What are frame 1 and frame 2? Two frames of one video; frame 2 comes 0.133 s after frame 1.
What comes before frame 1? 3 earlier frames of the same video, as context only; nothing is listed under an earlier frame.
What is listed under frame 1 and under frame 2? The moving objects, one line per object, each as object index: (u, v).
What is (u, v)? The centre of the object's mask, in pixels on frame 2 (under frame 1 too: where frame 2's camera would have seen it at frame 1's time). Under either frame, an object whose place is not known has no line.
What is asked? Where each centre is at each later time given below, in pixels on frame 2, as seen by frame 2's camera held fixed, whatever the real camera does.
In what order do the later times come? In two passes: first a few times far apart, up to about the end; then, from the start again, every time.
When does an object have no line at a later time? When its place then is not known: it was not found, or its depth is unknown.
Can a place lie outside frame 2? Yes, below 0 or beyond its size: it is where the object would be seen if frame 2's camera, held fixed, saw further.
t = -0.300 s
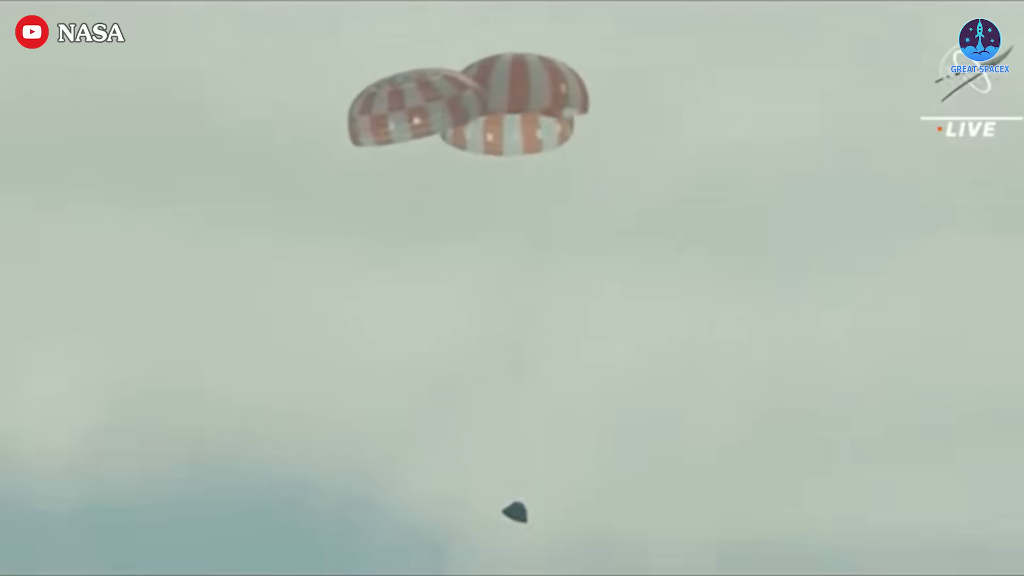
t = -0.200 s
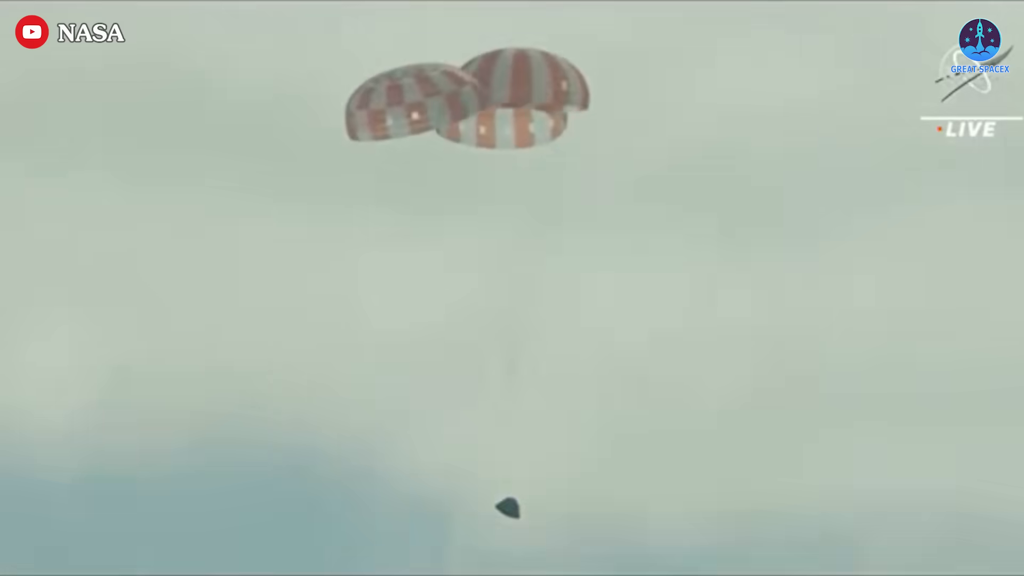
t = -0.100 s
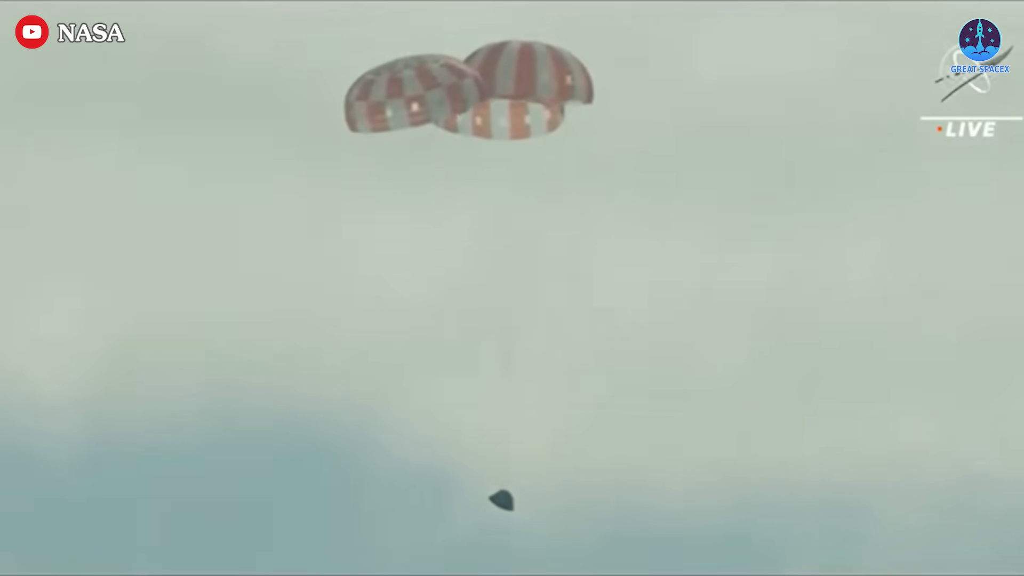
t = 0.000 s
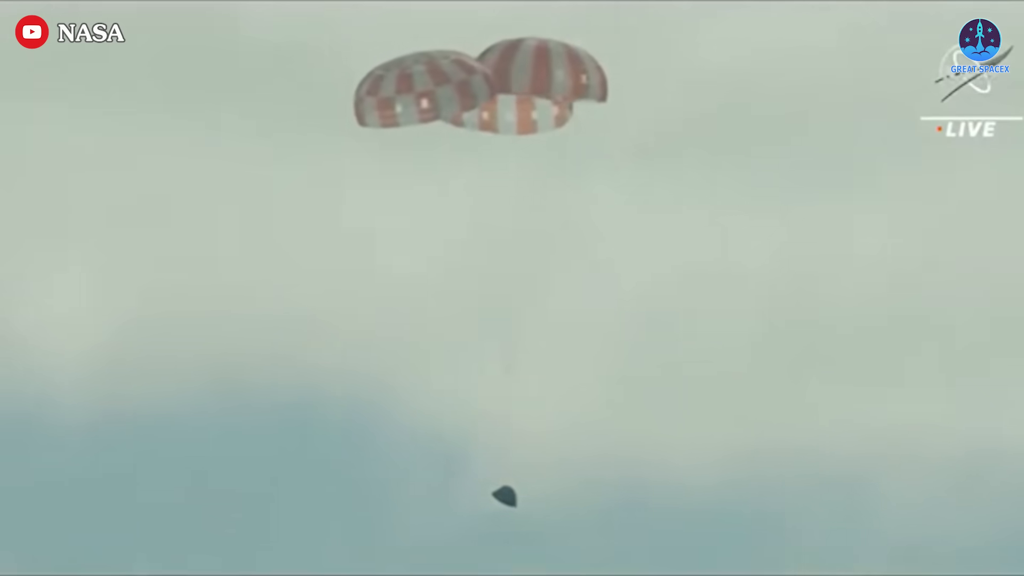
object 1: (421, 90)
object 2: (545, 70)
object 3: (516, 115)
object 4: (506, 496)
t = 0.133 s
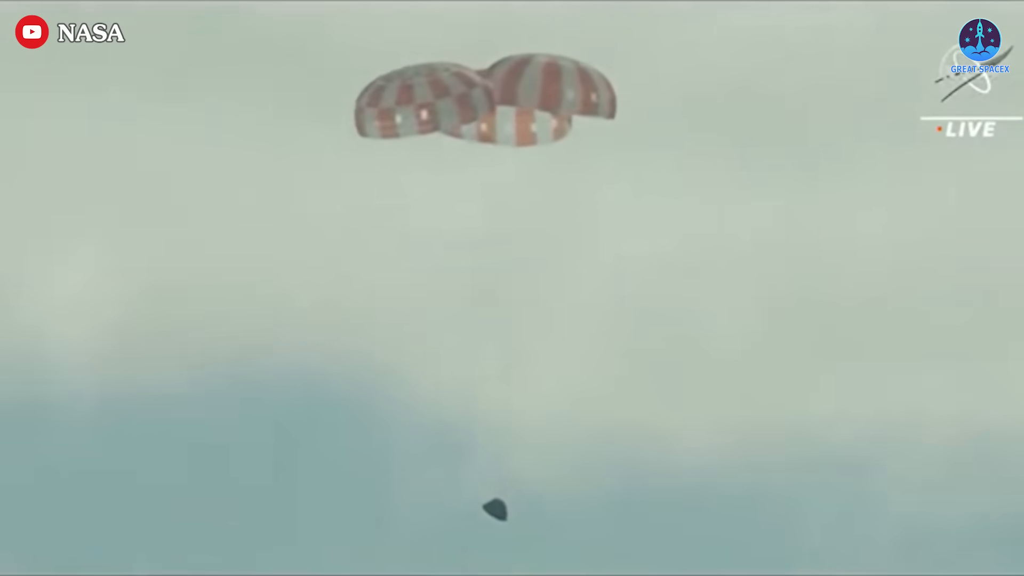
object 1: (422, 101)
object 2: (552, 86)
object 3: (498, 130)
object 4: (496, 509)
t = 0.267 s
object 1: (419, 107)
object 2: (556, 95)
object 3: (512, 134)
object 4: (484, 514)
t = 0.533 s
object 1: (442, 95)
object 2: (600, 92)
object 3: (533, 113)
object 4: (493, 501)
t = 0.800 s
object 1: (446, 96)
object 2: (628, 101)
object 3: (544, 111)
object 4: (495, 501)
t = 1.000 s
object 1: (447, 98)
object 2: (649, 108)
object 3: (555, 114)
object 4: (503, 503)
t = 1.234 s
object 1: (432, 119)
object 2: (655, 129)
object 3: (550, 133)
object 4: (507, 522)
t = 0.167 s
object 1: (420, 105)
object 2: (552, 91)
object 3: (512, 133)
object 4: (493, 513)
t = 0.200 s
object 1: (419, 107)
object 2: (553, 94)
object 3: (509, 135)
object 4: (489, 514)
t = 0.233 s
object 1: (419, 108)
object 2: (554, 95)
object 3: (512, 135)
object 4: (487, 515)
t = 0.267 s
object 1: (419, 107)
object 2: (556, 95)
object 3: (512, 134)
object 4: (484, 514)
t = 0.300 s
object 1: (420, 106)
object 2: (560, 96)
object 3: (513, 134)
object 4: (483, 514)
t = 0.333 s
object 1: (425, 103)
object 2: (566, 94)
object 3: (517, 131)
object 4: (485, 510)
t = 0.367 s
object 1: (434, 96)
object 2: (578, 87)
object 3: (528, 124)
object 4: (494, 502)
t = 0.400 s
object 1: (446, 87)
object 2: (593, 80)
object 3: (539, 116)
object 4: (503, 494)
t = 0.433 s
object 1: (449, 84)
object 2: (598, 78)
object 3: (542, 113)
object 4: (504, 491)
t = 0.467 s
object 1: (448, 85)
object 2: (600, 81)
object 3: (538, 106)
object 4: (501, 492)
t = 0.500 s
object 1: (445, 90)
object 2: (600, 87)
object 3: (536, 110)
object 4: (498, 496)
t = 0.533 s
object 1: (442, 95)
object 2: (600, 92)
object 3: (533, 113)
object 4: (493, 501)
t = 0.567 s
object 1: (441, 95)
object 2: (601, 93)
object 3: (533, 113)
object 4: (491, 501)
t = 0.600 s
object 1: (441, 92)
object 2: (605, 92)
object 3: (534, 109)
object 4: (491, 498)
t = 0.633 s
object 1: (443, 90)
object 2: (610, 91)
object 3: (536, 106)
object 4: (491, 495)
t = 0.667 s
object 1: (443, 91)
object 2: (614, 93)
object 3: (537, 107)
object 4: (491, 496)
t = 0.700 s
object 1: (443, 91)
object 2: (617, 94)
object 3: (538, 107)
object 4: (491, 496)
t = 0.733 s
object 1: (444, 93)
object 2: (621, 97)
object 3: (540, 109)
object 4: (492, 499)
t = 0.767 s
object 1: (445, 95)
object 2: (625, 100)
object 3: (542, 110)
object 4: (493, 501)
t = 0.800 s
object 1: (446, 96)
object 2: (628, 101)
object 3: (544, 111)
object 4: (495, 501)
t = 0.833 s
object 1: (447, 95)
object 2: (632, 101)
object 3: (546, 111)
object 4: (496, 500)
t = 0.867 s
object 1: (446, 96)
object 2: (634, 103)
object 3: (547, 112)
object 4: (496, 501)
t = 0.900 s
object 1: (448, 97)
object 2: (639, 105)
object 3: (550, 112)
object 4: (497, 501)
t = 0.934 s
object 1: (446, 96)
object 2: (643, 105)
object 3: (551, 112)
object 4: (498, 501)
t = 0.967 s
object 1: (446, 97)
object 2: (646, 106)
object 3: (553, 113)
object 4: (501, 502)
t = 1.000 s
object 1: (447, 98)
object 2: (649, 108)
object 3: (555, 114)
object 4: (503, 503)
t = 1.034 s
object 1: (446, 101)
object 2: (651, 111)
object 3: (555, 117)
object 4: (504, 505)
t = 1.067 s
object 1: (443, 103)
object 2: (651, 114)
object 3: (553, 119)
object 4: (504, 507)
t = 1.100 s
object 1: (442, 105)
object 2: (652, 116)
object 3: (553, 121)
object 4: (504, 509)
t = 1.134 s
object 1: (439, 107)
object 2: (651, 117)
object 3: (552, 122)
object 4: (504, 510)
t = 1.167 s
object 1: (436, 110)
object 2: (653, 121)
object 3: (551, 125)
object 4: (505, 513)
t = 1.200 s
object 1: (433, 114)
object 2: (654, 125)
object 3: (549, 129)
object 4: (505, 517)
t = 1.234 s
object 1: (432, 119)
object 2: (655, 129)
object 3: (550, 133)
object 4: (507, 522)
